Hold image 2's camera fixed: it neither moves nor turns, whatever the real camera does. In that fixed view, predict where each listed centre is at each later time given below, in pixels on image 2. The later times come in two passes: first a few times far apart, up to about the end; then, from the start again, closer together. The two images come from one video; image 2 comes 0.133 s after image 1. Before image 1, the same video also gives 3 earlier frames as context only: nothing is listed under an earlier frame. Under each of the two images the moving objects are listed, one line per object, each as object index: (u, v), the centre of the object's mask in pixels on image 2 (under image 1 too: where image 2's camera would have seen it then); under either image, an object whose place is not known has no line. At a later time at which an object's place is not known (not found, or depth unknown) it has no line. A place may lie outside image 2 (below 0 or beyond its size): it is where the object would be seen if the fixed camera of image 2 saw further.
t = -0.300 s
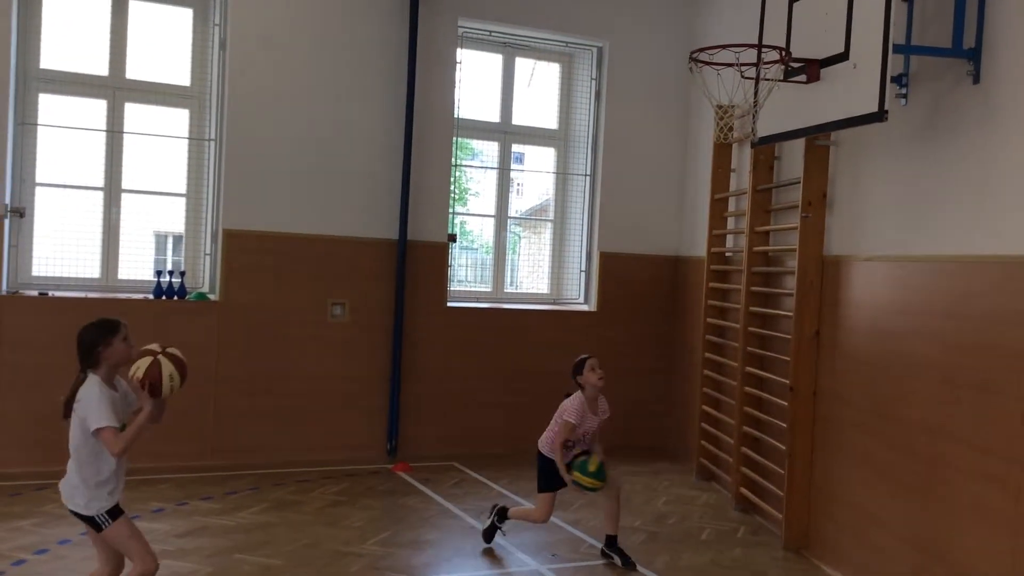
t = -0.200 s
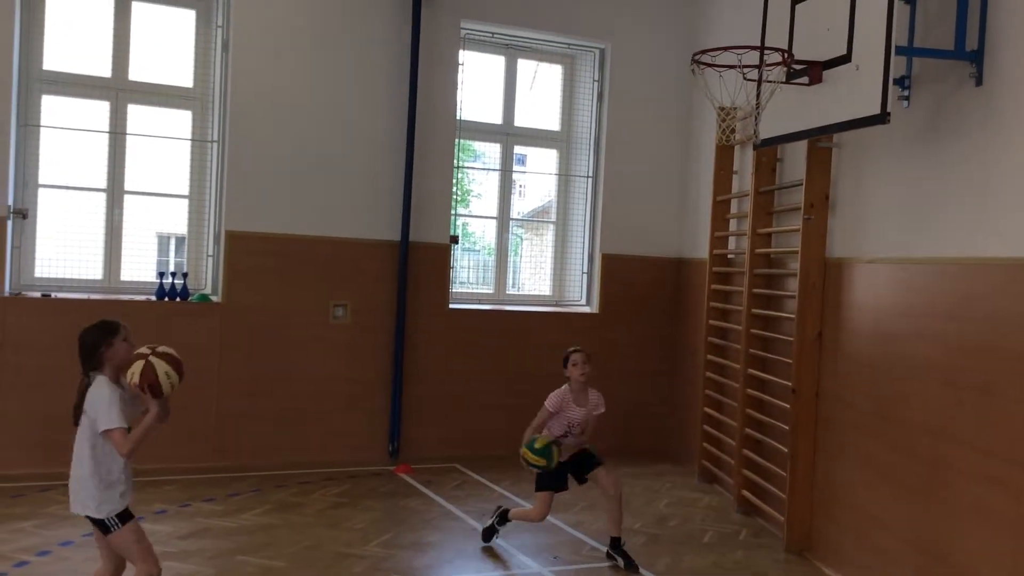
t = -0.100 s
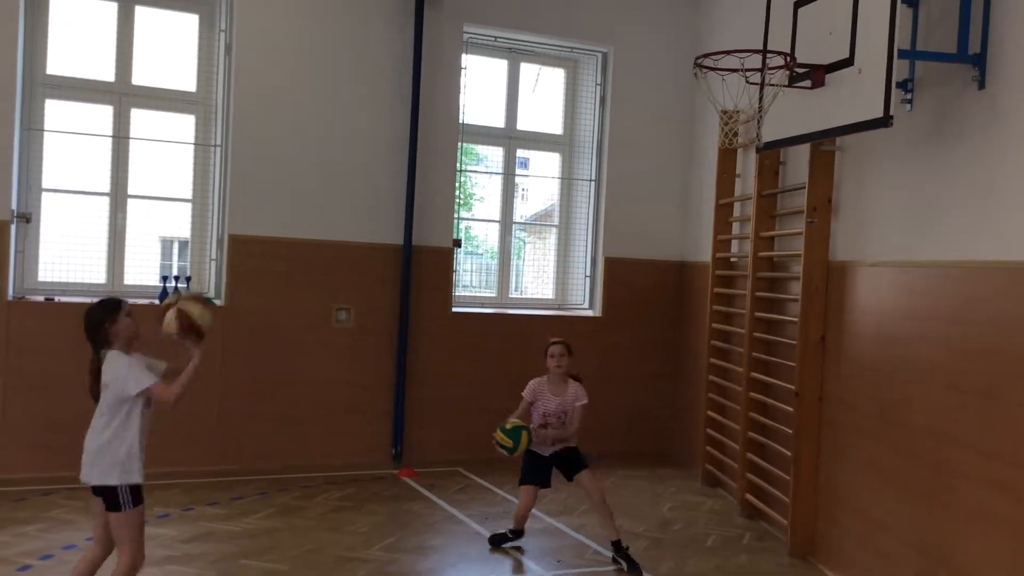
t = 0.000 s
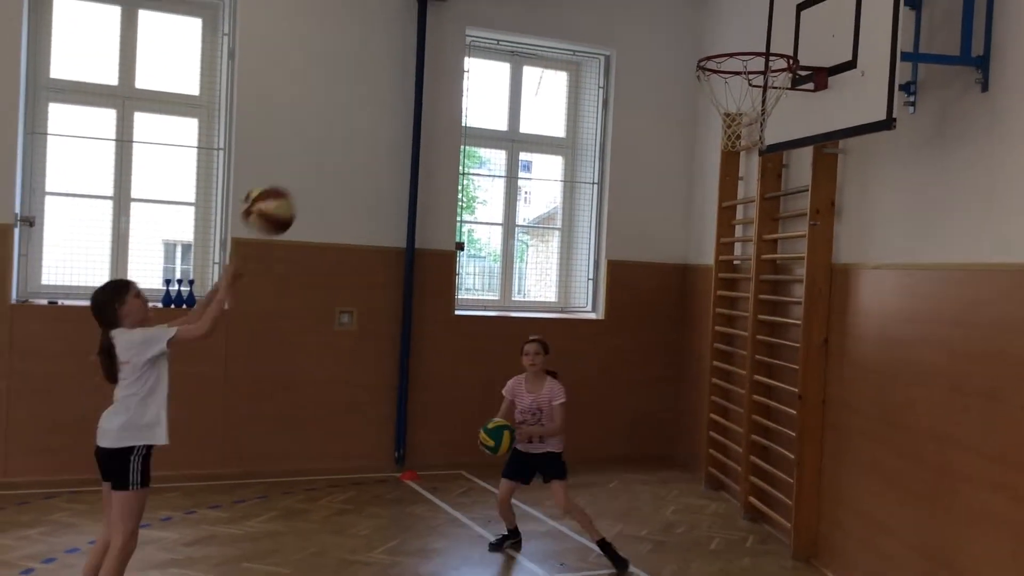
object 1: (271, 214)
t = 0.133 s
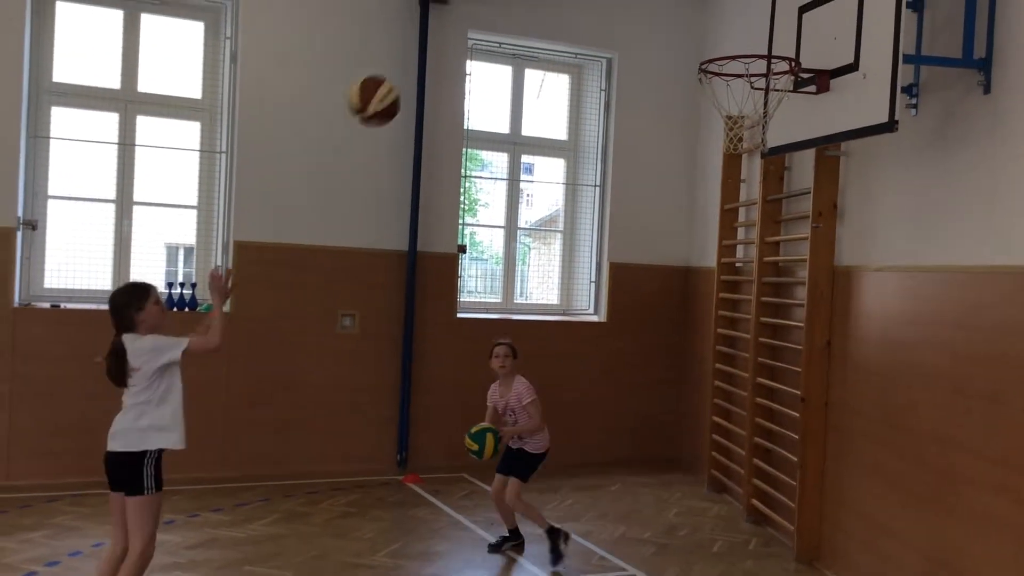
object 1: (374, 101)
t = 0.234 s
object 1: (446, 45)
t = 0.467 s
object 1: (601, 11)
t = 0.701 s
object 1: (660, 35)
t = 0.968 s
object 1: (546, 70)
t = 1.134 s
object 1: (470, 169)
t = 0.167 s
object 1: (400, 80)
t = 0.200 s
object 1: (423, 61)
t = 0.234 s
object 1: (446, 45)
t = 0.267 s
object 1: (471, 32)
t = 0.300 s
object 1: (493, 22)
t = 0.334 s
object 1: (517, 15)
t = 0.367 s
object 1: (539, 12)
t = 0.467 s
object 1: (601, 11)
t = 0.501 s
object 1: (622, 17)
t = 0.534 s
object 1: (641, 22)
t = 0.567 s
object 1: (660, 31)
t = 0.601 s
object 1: (679, 42)
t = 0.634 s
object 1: (685, 47)
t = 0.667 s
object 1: (673, 40)
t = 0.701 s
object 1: (660, 35)
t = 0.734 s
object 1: (645, 31)
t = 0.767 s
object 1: (632, 29)
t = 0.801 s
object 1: (617, 30)
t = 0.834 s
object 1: (603, 33)
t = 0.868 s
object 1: (589, 38)
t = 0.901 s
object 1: (575, 46)
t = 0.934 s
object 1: (561, 57)
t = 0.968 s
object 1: (546, 70)
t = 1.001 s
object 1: (531, 84)
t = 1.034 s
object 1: (516, 103)
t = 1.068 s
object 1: (501, 124)
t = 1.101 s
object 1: (486, 145)
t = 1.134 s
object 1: (470, 169)
